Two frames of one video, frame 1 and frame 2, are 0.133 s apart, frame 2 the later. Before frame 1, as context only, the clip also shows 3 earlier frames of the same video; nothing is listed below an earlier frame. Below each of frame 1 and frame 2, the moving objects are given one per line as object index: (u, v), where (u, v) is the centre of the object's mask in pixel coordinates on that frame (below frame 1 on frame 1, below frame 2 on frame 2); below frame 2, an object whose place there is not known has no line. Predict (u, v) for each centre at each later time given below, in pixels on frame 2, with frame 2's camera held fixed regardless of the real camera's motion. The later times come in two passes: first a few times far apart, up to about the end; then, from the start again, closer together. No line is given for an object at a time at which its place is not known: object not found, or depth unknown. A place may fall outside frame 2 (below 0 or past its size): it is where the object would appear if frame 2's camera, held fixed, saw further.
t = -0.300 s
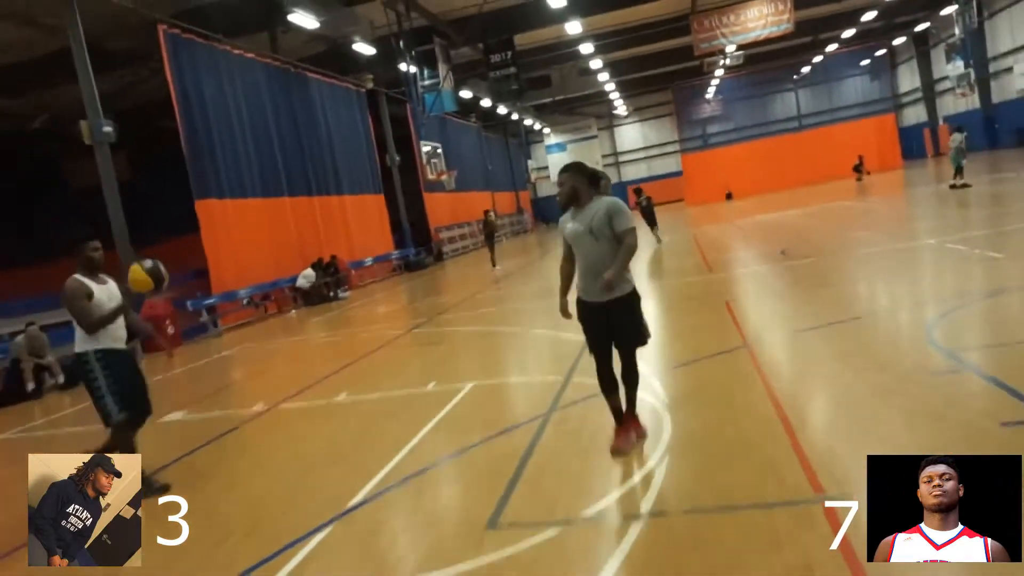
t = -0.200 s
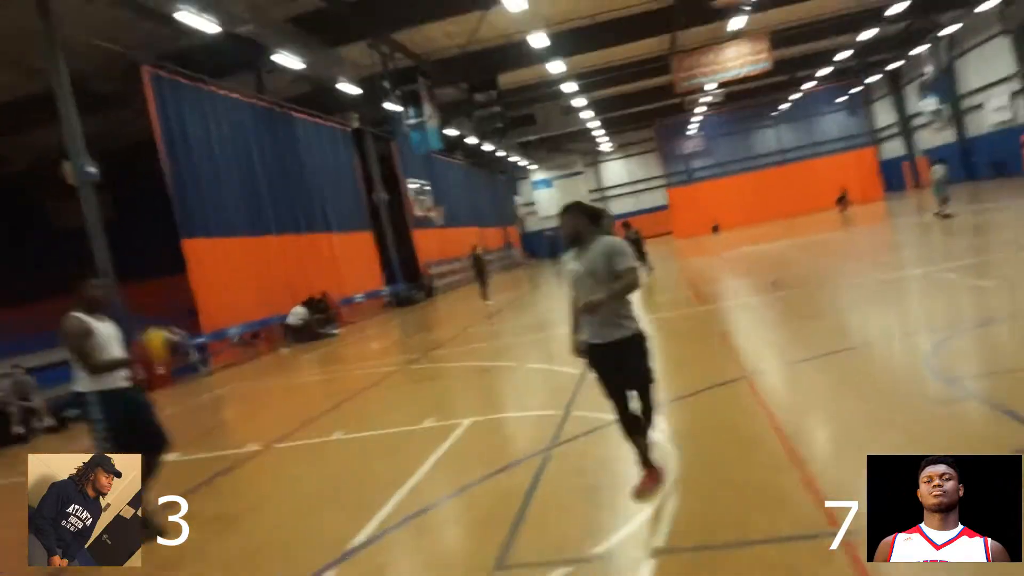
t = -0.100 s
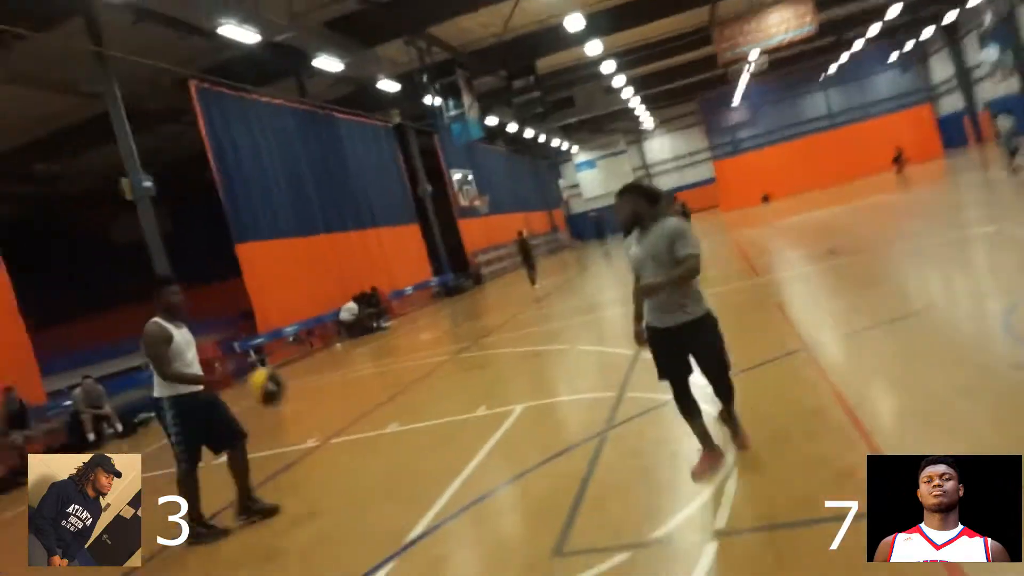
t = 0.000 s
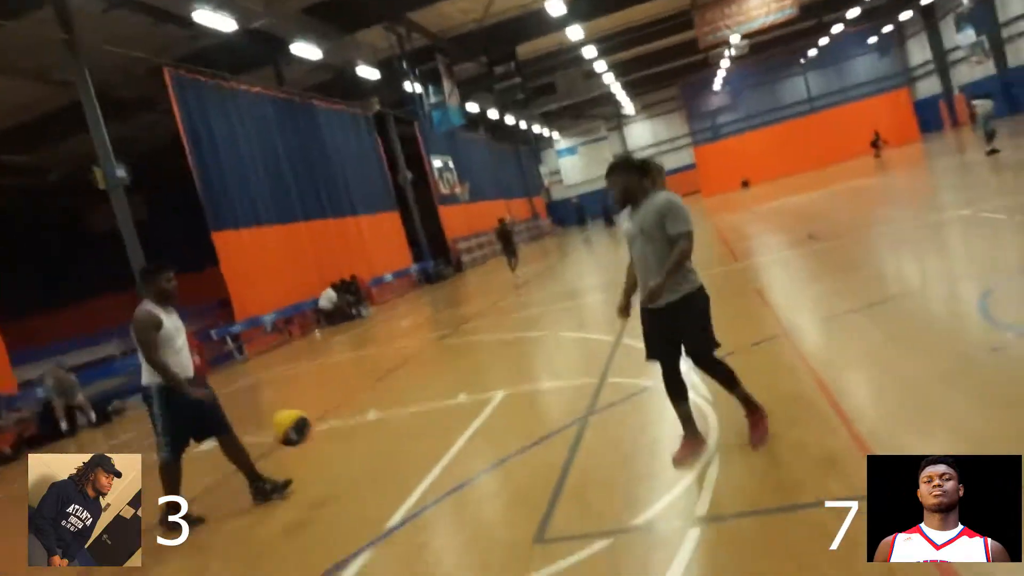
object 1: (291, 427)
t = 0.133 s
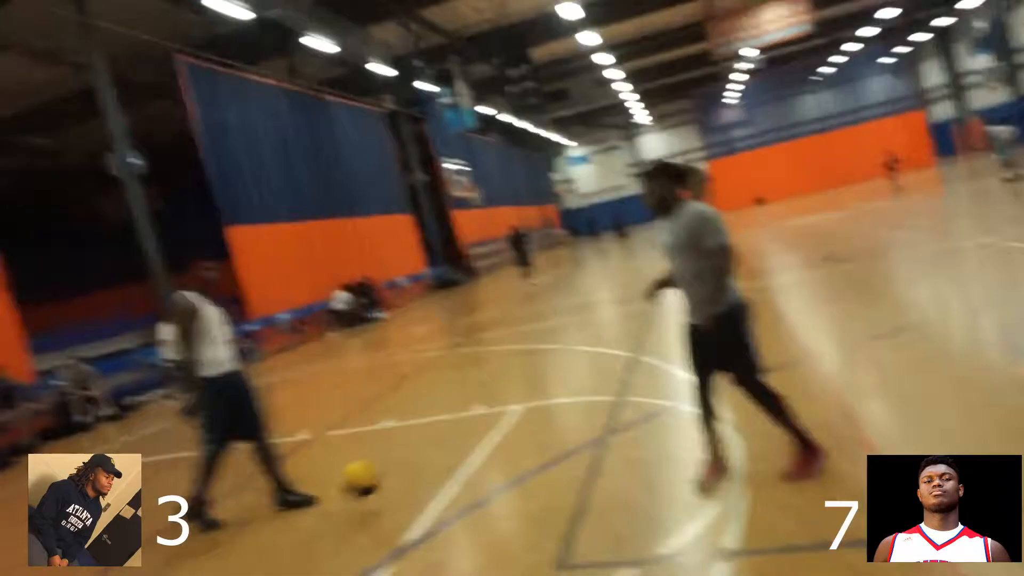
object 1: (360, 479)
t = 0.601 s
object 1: (440, 318)
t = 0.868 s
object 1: (527, 380)
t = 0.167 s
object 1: (361, 458)
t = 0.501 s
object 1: (411, 325)
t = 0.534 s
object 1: (417, 320)
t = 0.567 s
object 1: (430, 318)
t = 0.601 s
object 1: (440, 318)
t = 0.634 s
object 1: (450, 319)
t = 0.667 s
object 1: (459, 323)
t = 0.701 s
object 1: (470, 326)
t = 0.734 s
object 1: (480, 332)
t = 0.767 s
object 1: (491, 344)
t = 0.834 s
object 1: (515, 366)
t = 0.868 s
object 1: (527, 380)
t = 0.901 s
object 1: (538, 396)
